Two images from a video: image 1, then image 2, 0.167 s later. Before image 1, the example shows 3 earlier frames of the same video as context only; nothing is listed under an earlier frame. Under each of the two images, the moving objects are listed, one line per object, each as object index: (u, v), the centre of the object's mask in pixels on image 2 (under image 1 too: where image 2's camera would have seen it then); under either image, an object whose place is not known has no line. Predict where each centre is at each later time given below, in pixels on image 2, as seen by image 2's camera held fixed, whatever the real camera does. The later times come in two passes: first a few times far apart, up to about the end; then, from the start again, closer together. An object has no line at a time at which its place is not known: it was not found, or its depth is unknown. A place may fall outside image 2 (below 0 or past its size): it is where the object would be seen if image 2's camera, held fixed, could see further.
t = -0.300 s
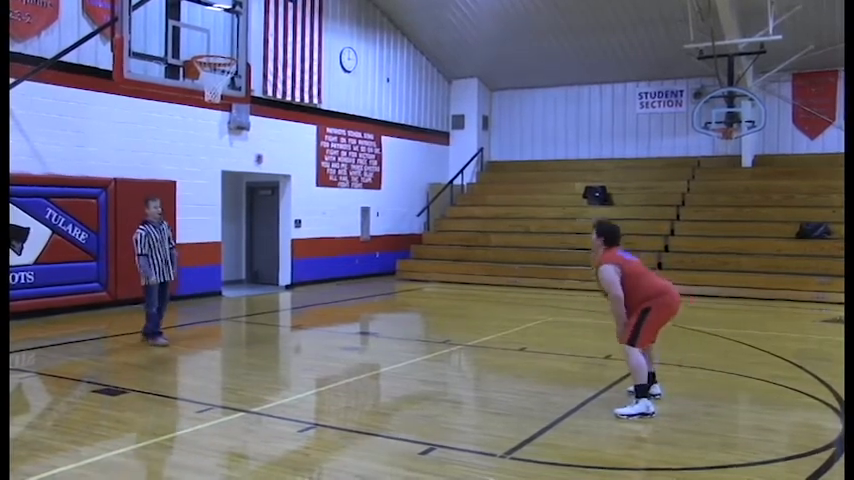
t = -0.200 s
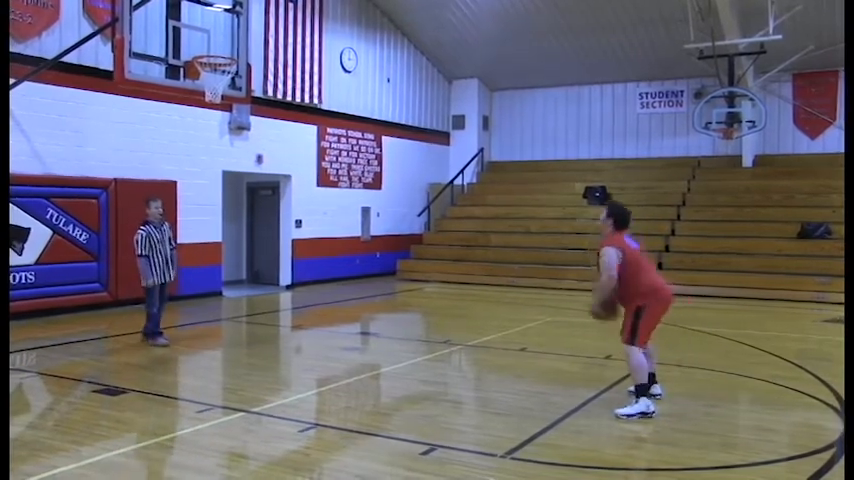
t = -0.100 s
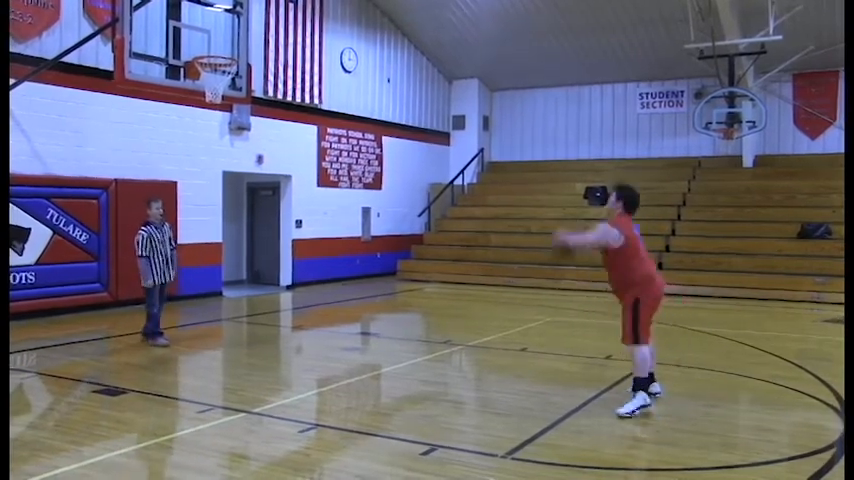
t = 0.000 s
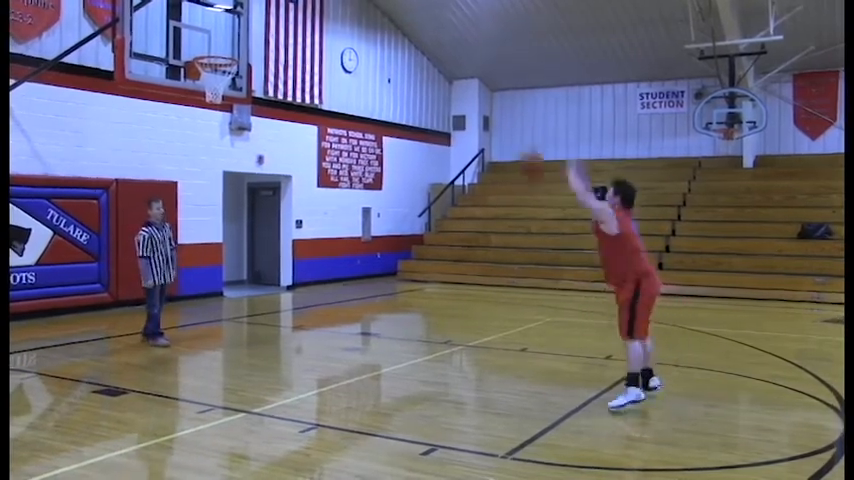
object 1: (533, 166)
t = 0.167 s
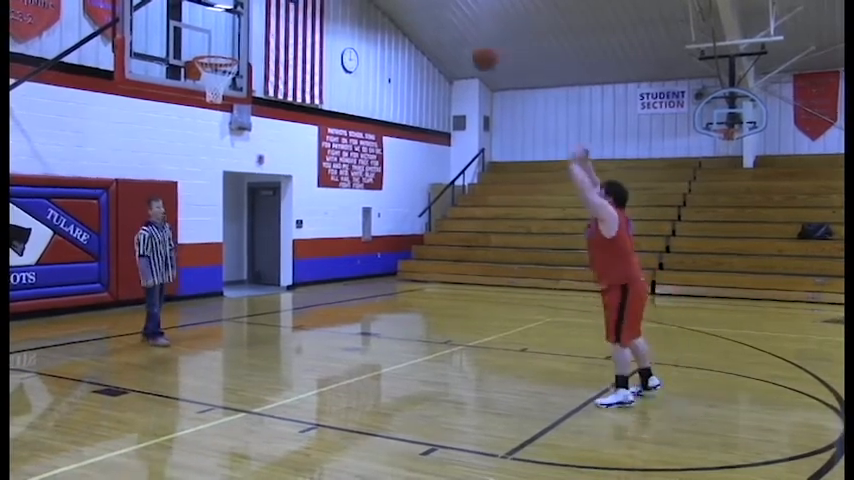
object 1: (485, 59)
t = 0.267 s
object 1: (460, 12)
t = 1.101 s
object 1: (279, 54)
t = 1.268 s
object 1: (245, 141)
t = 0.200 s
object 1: (477, 41)
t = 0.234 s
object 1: (467, 26)
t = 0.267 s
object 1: (460, 12)
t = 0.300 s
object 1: (452, 4)
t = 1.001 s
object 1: (297, 12)
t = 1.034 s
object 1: (291, 26)
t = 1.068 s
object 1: (285, 39)
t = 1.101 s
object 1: (279, 54)
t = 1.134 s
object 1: (271, 70)
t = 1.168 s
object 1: (264, 86)
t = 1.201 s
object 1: (260, 102)
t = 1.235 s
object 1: (251, 123)
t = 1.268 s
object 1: (245, 141)
